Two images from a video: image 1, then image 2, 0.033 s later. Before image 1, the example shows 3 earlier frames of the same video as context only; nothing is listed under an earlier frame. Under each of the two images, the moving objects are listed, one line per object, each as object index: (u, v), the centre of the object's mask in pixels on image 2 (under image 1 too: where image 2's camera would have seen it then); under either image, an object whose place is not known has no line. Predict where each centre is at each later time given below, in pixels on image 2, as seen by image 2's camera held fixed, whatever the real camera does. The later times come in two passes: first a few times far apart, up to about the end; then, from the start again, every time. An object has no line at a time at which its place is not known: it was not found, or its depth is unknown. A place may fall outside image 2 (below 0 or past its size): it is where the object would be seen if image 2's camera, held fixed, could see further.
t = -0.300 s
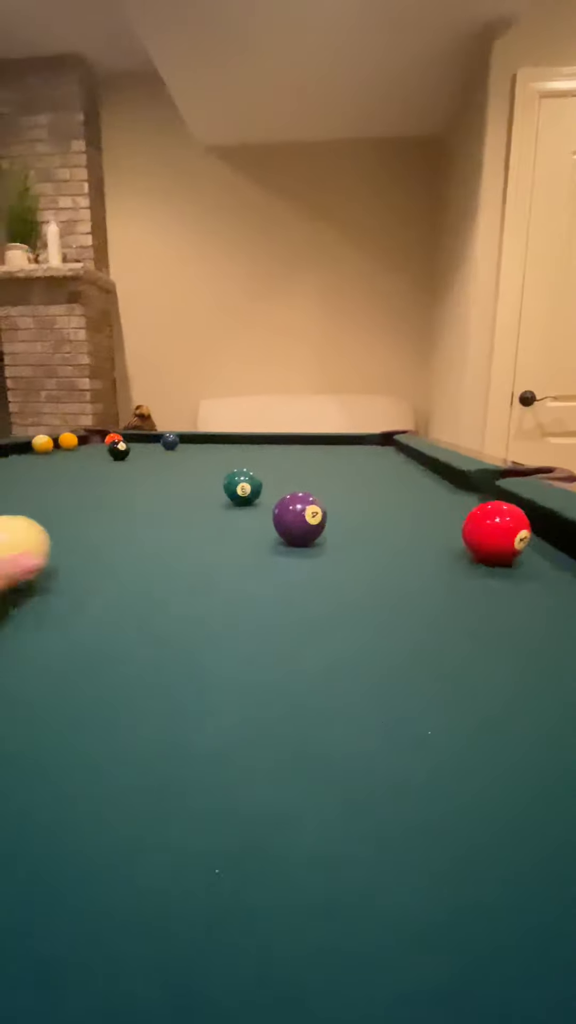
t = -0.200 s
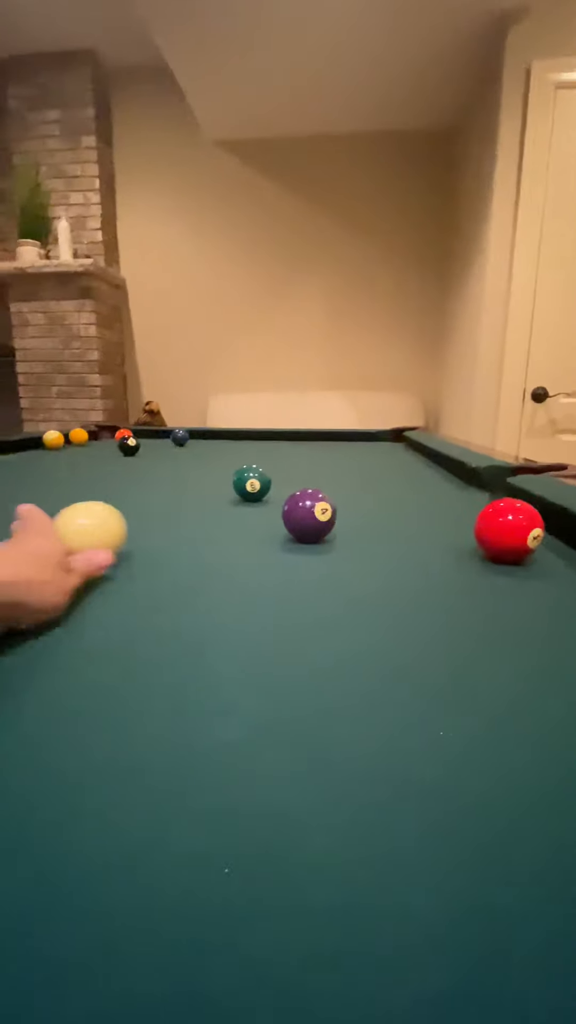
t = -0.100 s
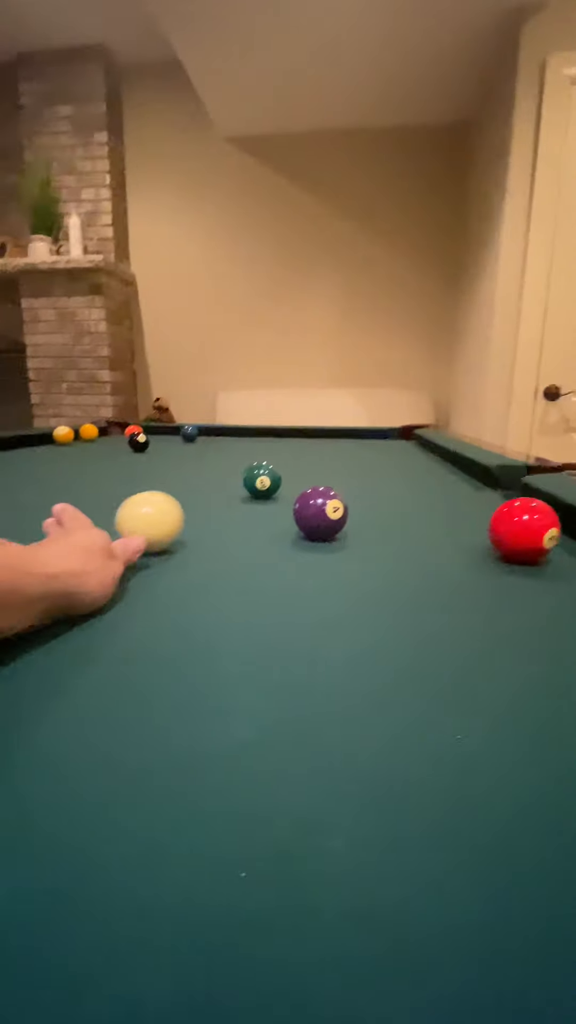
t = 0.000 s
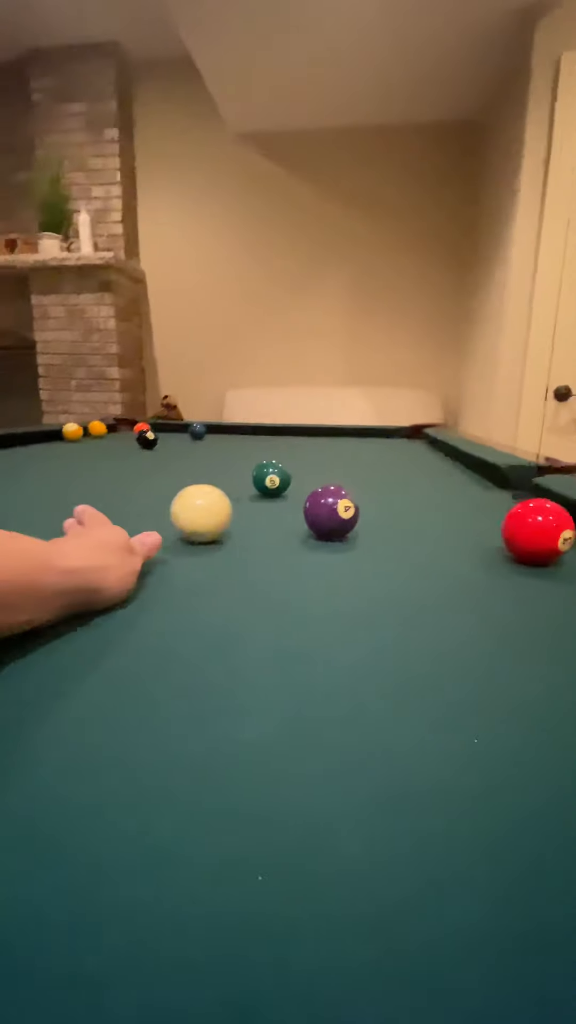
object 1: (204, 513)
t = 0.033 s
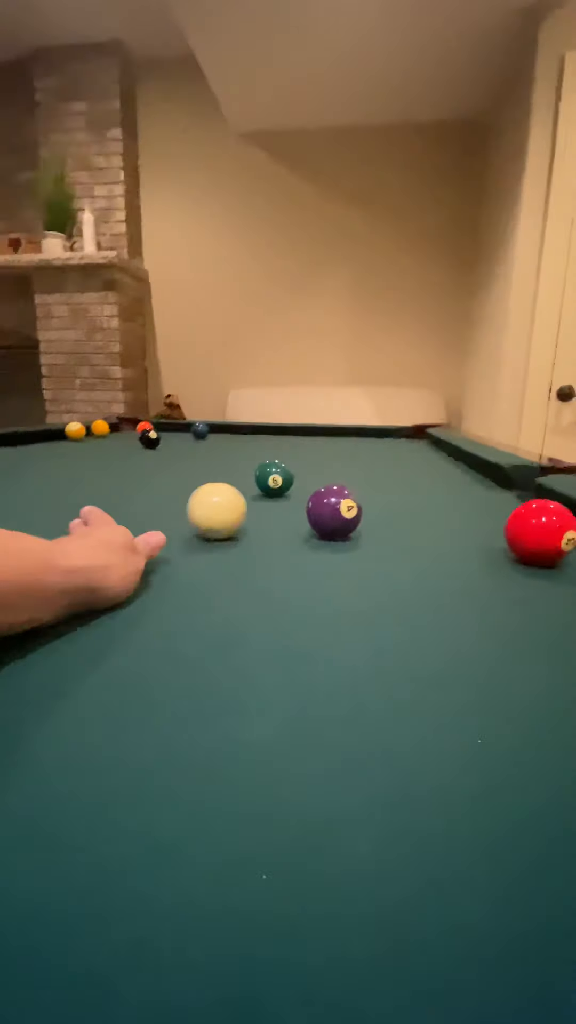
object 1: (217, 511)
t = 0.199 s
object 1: (271, 502)
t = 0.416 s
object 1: (323, 482)
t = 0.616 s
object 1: (370, 484)
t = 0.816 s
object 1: (402, 479)
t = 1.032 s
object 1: (434, 473)
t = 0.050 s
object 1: (223, 510)
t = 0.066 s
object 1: (229, 508)
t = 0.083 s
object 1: (234, 508)
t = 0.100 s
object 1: (240, 507)
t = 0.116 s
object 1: (246, 506)
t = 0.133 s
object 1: (251, 505)
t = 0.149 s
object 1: (256, 504)
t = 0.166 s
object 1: (261, 504)
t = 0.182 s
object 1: (266, 502)
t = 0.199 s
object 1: (271, 502)
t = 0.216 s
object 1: (276, 501)
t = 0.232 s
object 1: (282, 501)
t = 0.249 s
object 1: (286, 499)
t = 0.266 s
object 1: (290, 499)
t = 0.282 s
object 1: (293, 497)
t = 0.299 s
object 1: (296, 496)
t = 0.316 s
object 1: (299, 494)
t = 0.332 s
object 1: (302, 493)
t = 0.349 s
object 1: (305, 490)
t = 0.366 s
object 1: (309, 487)
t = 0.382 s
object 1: (314, 485)
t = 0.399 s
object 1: (318, 483)
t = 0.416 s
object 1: (323, 482)
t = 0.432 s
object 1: (328, 480)
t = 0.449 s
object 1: (334, 479)
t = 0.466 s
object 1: (339, 479)
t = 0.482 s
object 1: (345, 480)
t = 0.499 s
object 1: (349, 480)
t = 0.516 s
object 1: (353, 481)
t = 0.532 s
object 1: (356, 482)
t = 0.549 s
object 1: (360, 482)
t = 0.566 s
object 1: (363, 484)
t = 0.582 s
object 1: (366, 484)
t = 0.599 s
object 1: (368, 484)
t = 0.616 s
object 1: (370, 484)
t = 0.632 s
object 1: (373, 485)
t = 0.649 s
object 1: (376, 485)
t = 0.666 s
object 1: (378, 485)
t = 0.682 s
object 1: (380, 484)
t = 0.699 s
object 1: (383, 483)
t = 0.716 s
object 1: (387, 482)
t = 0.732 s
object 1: (389, 482)
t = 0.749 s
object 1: (392, 482)
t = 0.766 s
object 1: (394, 482)
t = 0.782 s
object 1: (397, 481)
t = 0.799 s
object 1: (400, 481)
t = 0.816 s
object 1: (402, 479)
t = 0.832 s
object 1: (405, 478)
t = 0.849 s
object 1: (407, 477)
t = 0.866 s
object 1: (409, 477)
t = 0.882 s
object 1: (412, 477)
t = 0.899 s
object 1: (414, 476)
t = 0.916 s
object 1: (416, 476)
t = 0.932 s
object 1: (419, 476)
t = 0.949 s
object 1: (421, 475)
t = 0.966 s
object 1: (424, 475)
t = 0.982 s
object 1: (426, 475)
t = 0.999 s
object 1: (429, 474)
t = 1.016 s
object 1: (431, 473)
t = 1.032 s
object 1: (434, 473)
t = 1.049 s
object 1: (436, 473)
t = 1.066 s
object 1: (438, 472)
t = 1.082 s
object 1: (440, 471)
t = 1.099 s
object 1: (442, 471)
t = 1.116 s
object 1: (443, 470)
